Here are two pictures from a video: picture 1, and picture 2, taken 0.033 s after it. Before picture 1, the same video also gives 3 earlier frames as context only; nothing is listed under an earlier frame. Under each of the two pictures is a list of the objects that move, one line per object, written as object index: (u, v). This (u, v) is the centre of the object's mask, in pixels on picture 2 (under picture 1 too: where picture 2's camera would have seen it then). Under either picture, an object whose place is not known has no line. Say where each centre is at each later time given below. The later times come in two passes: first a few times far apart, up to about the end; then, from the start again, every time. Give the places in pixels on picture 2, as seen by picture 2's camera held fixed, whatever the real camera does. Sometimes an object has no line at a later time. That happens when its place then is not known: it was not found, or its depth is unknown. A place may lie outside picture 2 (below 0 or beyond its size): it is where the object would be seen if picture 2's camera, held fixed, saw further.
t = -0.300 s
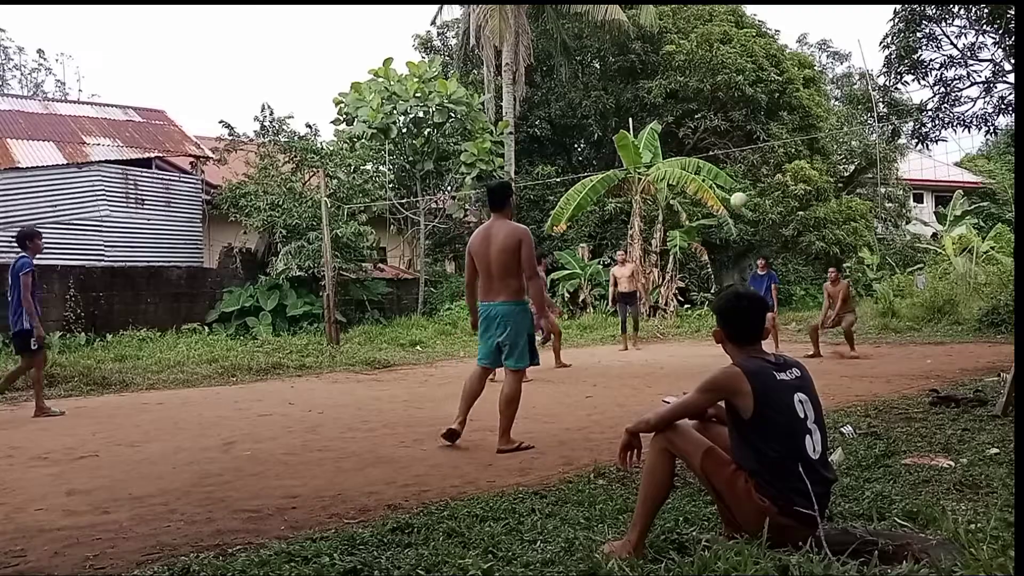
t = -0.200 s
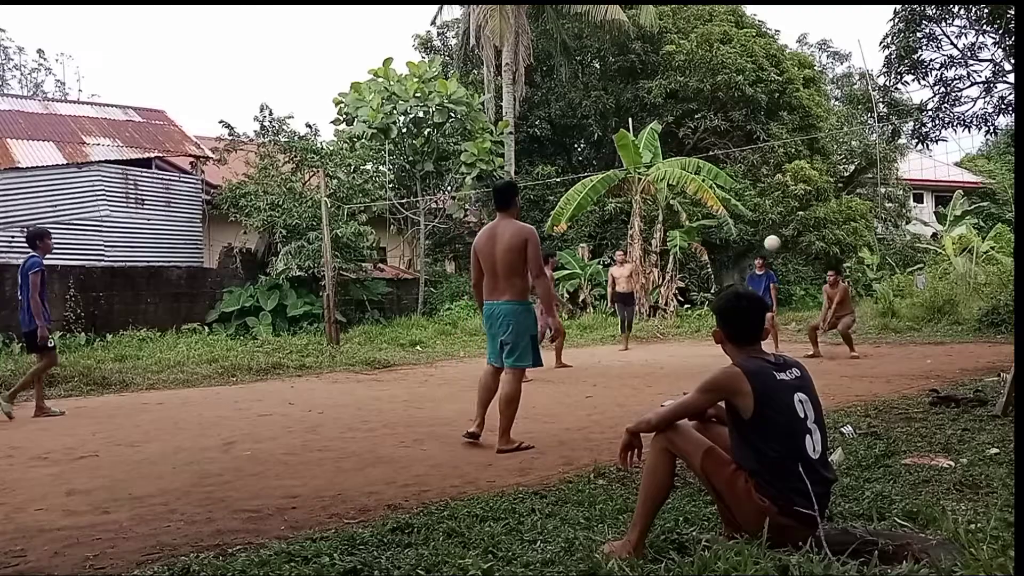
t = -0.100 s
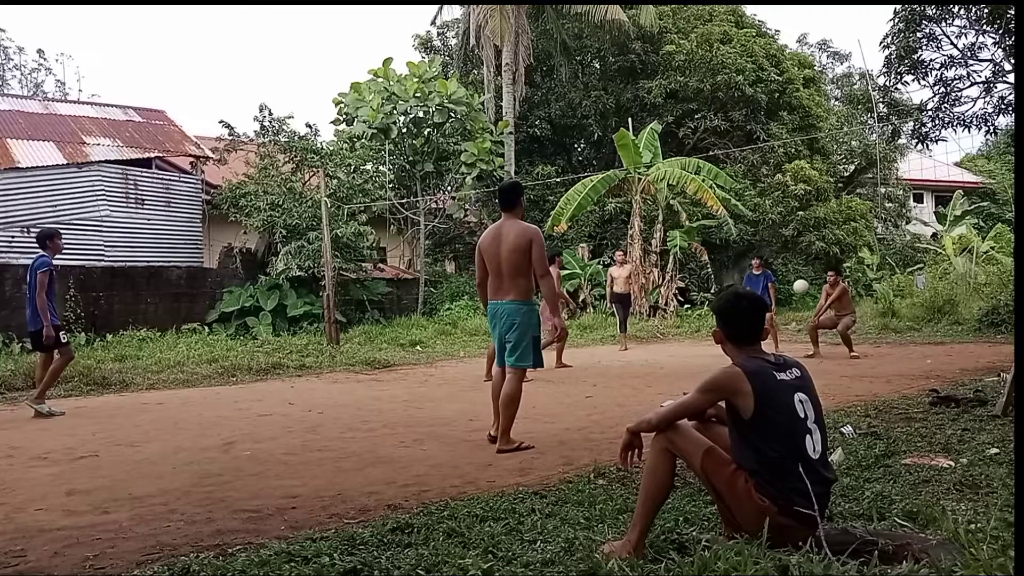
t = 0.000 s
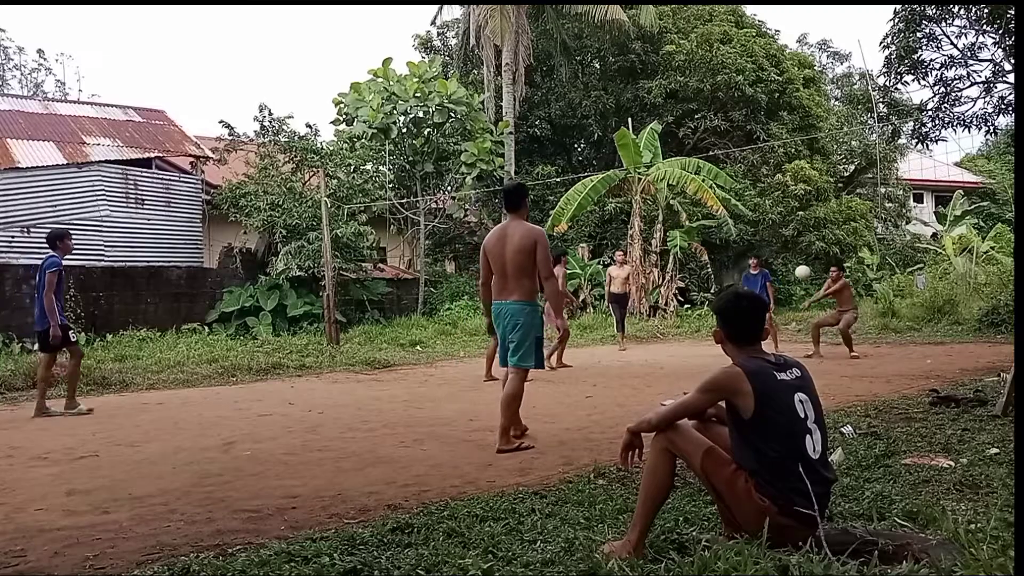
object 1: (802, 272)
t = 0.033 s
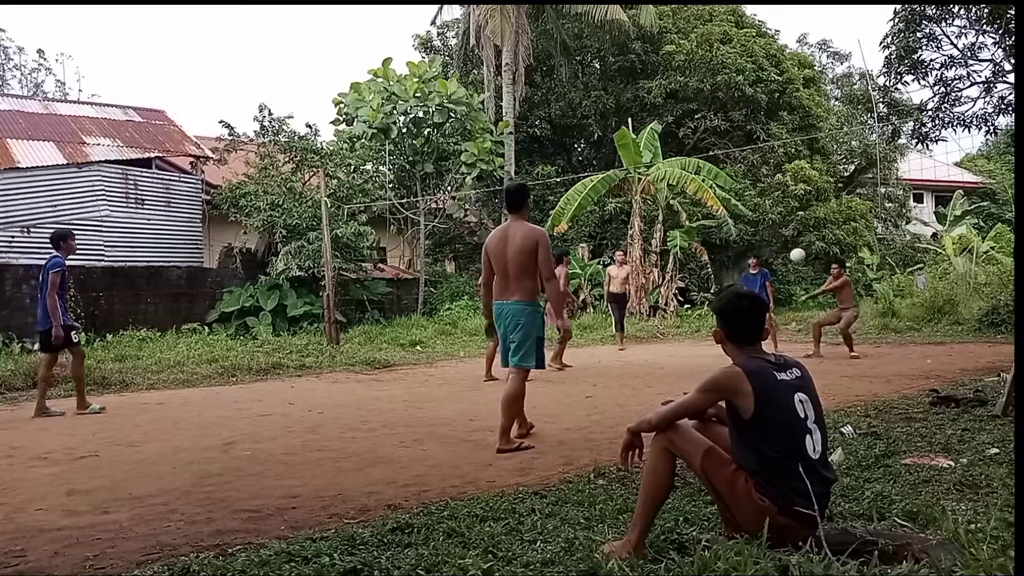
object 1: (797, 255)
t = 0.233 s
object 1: (767, 170)
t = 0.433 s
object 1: (736, 112)
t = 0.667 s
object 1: (700, 79)
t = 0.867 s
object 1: (670, 83)
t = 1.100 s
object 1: (636, 121)
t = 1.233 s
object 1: (616, 162)
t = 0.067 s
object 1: (793, 239)
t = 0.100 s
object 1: (787, 223)
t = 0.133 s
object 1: (782, 208)
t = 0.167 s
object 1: (777, 195)
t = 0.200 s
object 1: (772, 182)
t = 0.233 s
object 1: (767, 170)
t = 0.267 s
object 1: (761, 158)
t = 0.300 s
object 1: (756, 147)
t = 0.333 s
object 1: (752, 138)
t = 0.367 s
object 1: (746, 129)
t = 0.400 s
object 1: (741, 120)
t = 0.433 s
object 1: (736, 112)
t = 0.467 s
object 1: (731, 105)
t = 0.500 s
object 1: (726, 99)
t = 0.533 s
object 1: (721, 94)
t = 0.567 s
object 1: (715, 90)
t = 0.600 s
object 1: (710, 86)
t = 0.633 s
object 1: (705, 82)
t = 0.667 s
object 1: (700, 79)
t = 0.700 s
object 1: (695, 78)
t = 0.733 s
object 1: (690, 77)
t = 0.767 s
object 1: (685, 77)
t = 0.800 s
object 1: (680, 78)
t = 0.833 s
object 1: (675, 79)
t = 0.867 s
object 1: (670, 83)
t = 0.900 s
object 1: (666, 86)
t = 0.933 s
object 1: (660, 89)
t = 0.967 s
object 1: (655, 94)
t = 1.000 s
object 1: (650, 100)
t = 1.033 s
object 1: (646, 106)
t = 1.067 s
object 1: (641, 113)
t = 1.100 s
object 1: (636, 121)
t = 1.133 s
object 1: (631, 130)
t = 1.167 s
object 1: (626, 139)
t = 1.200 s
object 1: (621, 151)
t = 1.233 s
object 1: (616, 162)
